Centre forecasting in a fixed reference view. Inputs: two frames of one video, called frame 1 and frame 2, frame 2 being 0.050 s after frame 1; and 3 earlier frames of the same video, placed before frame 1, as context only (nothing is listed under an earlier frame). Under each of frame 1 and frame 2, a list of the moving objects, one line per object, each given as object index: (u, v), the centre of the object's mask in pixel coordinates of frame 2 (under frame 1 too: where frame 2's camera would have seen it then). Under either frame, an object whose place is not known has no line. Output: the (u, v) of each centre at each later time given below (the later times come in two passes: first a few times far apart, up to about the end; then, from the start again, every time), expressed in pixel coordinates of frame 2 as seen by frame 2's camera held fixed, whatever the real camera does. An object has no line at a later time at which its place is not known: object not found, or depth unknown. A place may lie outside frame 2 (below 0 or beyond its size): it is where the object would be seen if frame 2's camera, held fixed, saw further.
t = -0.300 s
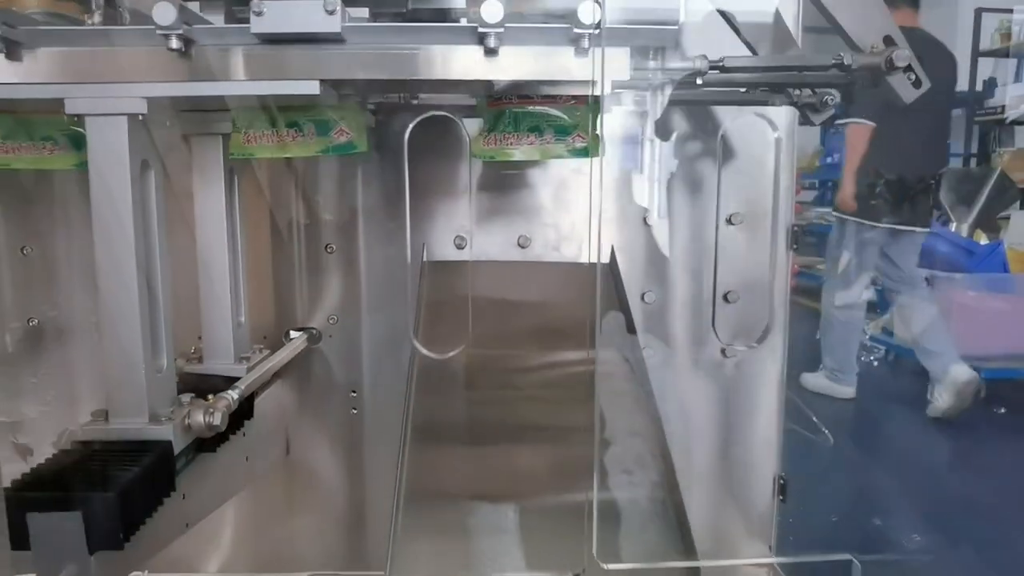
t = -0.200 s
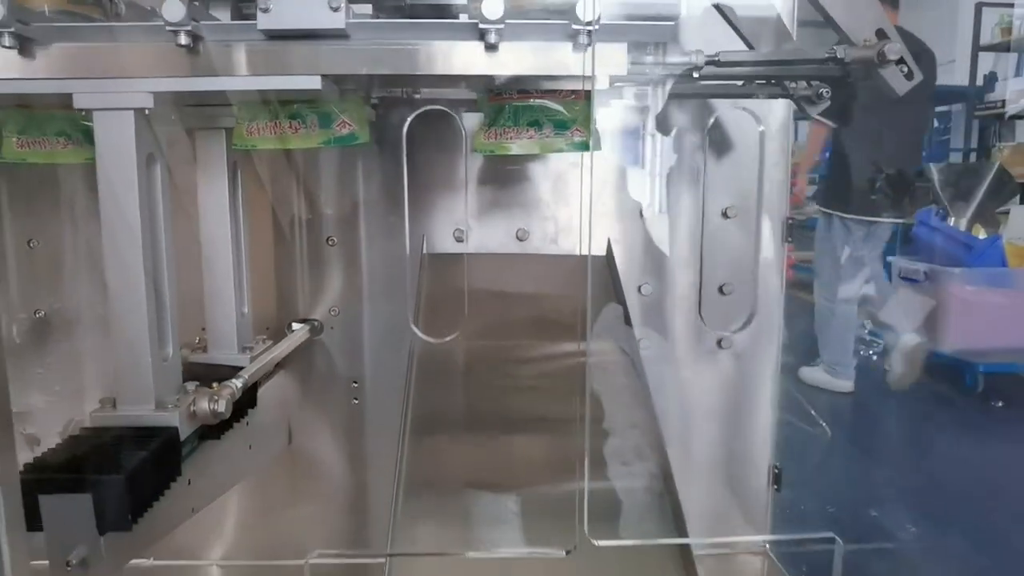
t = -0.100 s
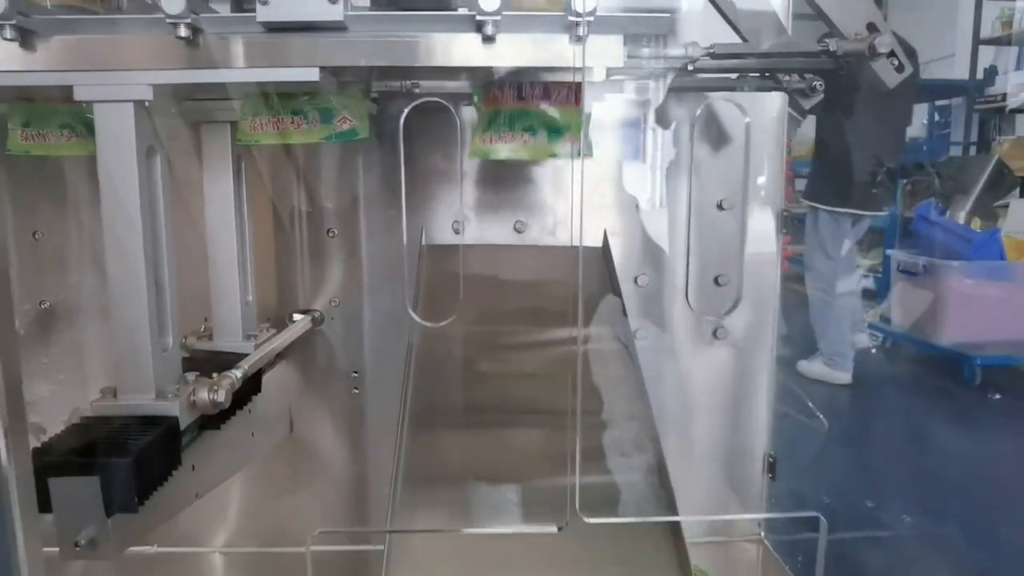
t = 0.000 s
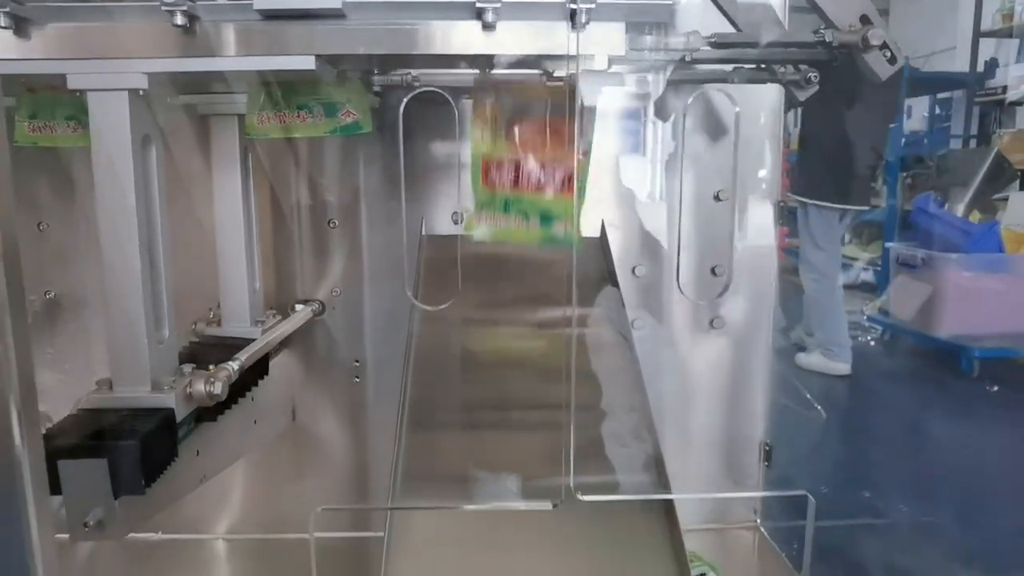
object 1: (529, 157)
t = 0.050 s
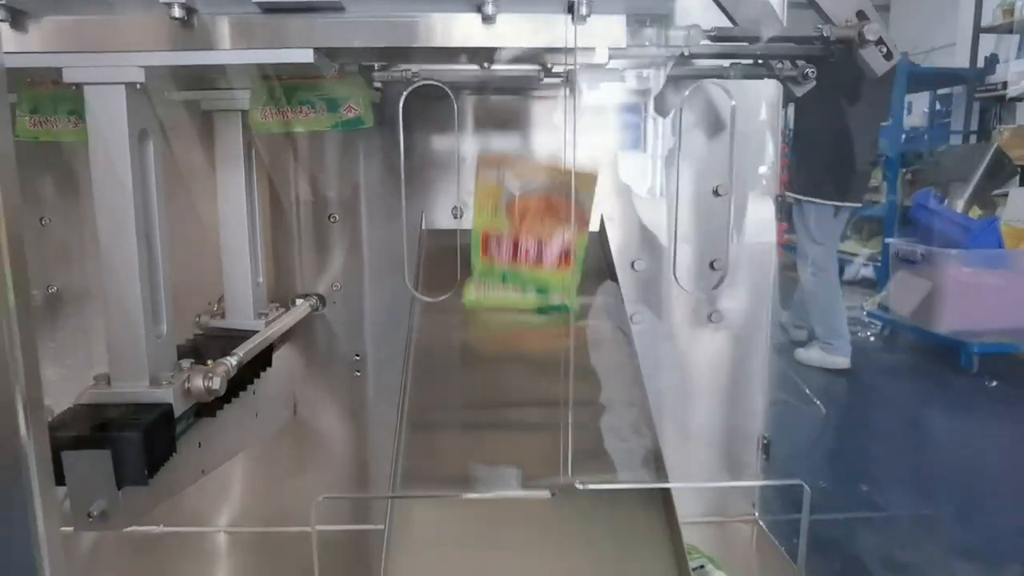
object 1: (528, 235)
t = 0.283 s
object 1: (526, 306)
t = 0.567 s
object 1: (538, 500)
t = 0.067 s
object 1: (528, 246)
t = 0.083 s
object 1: (527, 252)
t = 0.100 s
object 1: (527, 250)
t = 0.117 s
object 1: (526, 250)
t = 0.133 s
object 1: (525, 252)
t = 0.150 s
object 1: (524, 254)
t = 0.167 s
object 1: (524, 260)
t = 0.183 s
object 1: (524, 266)
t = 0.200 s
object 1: (524, 272)
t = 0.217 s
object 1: (525, 281)
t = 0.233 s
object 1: (525, 289)
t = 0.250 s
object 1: (526, 296)
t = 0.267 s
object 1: (526, 301)
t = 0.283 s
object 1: (526, 306)
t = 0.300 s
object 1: (527, 318)
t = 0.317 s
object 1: (527, 326)
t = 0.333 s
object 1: (527, 333)
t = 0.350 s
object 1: (527, 341)
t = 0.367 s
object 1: (528, 351)
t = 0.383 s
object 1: (528, 363)
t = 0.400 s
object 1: (529, 367)
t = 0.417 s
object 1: (529, 378)
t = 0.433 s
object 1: (529, 383)
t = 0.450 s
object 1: (531, 398)
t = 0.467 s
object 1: (531, 410)
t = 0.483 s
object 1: (532, 424)
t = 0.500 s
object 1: (533, 436)
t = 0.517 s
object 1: (535, 451)
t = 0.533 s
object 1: (536, 466)
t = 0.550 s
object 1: (537, 481)
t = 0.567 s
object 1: (538, 500)
